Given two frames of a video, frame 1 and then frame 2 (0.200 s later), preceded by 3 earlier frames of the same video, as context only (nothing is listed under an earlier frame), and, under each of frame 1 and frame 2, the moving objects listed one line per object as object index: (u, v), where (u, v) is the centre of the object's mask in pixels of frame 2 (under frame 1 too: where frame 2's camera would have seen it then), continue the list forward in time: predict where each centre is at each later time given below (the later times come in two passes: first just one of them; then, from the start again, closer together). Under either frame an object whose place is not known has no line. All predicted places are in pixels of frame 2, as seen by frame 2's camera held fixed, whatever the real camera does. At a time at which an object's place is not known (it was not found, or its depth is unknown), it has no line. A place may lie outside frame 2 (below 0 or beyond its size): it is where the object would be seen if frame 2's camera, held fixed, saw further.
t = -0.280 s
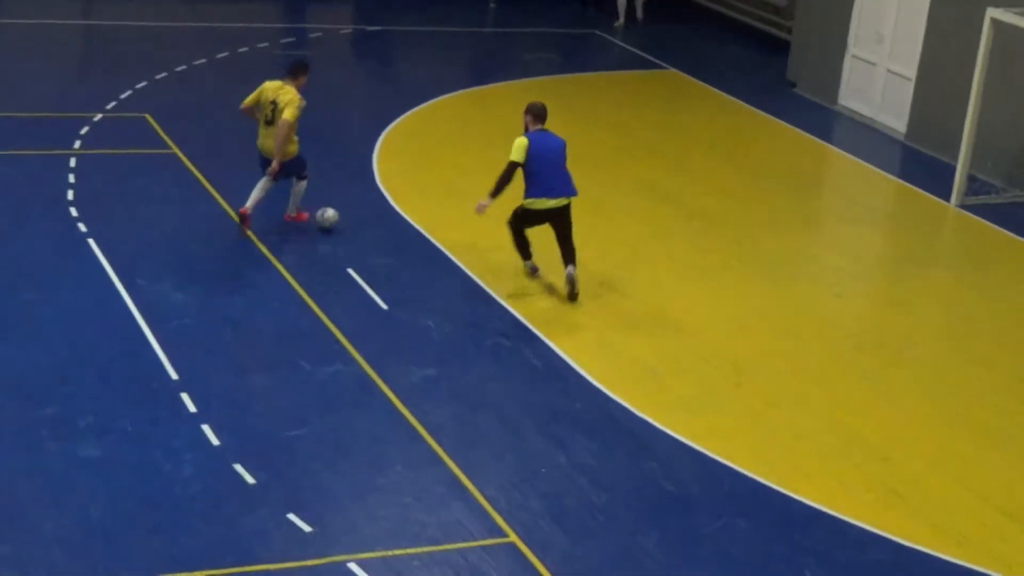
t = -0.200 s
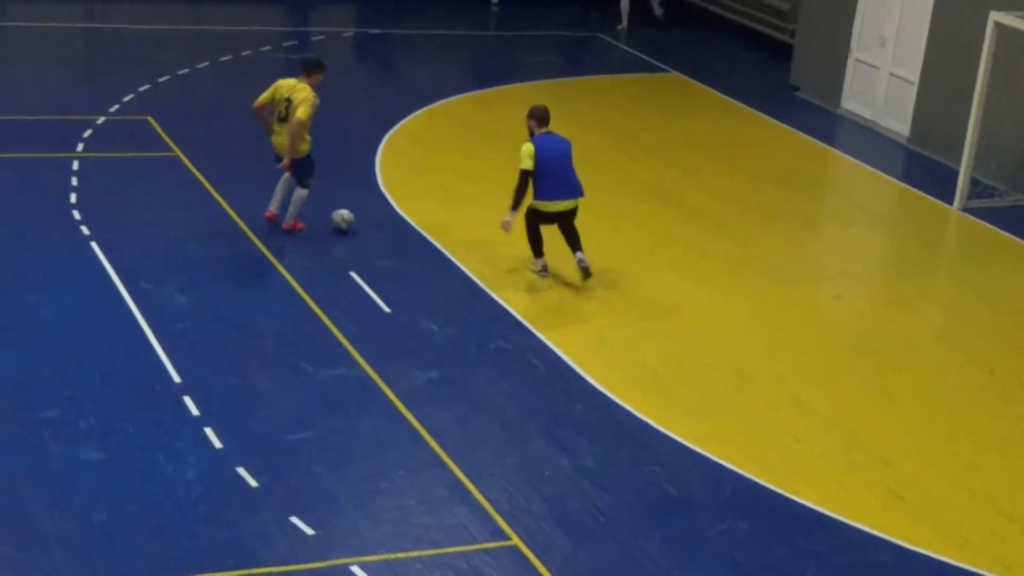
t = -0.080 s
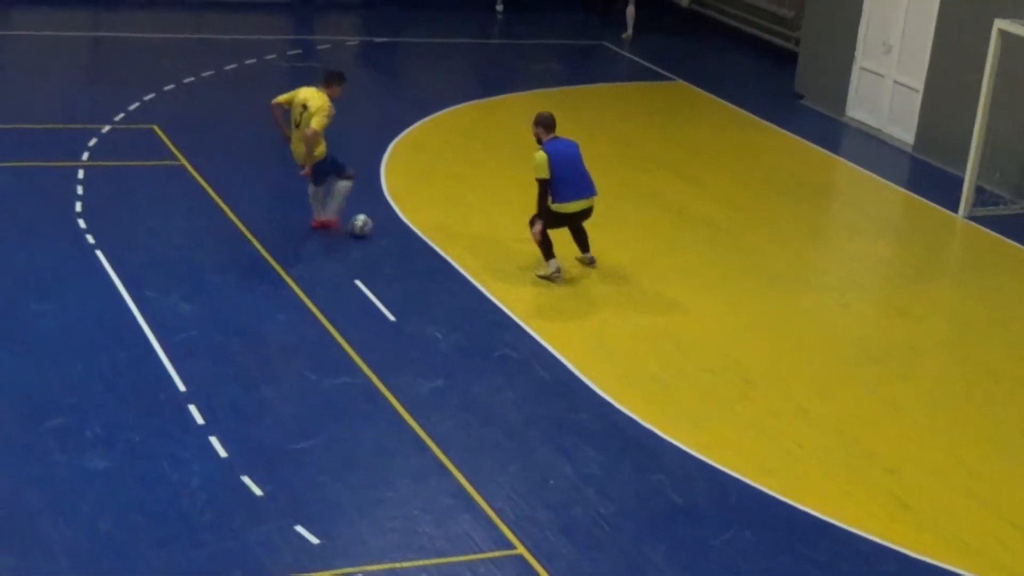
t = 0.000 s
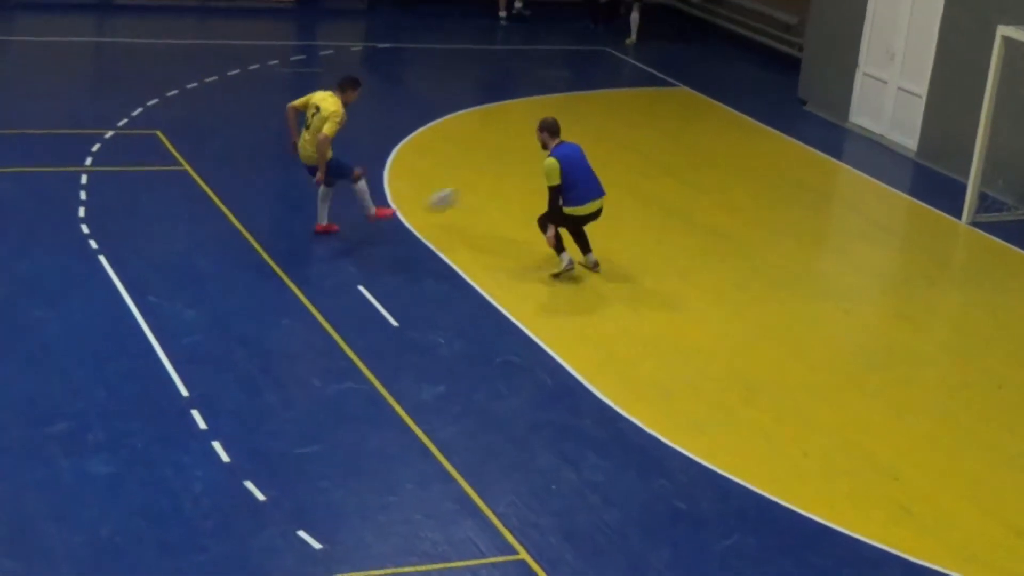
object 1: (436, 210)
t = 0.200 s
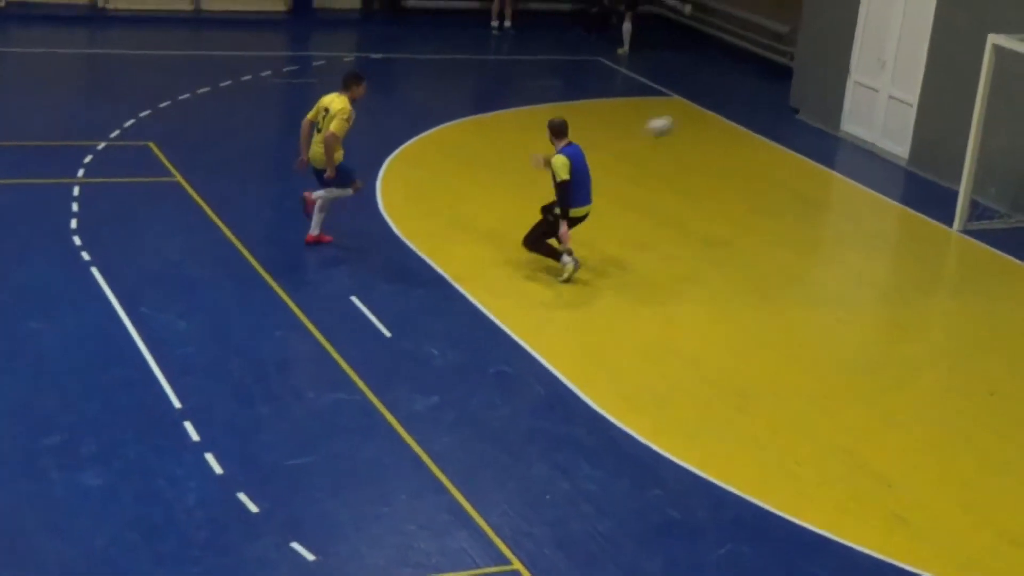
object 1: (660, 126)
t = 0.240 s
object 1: (703, 114)
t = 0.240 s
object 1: (703, 114)
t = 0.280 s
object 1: (744, 107)
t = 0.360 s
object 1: (825, 90)
